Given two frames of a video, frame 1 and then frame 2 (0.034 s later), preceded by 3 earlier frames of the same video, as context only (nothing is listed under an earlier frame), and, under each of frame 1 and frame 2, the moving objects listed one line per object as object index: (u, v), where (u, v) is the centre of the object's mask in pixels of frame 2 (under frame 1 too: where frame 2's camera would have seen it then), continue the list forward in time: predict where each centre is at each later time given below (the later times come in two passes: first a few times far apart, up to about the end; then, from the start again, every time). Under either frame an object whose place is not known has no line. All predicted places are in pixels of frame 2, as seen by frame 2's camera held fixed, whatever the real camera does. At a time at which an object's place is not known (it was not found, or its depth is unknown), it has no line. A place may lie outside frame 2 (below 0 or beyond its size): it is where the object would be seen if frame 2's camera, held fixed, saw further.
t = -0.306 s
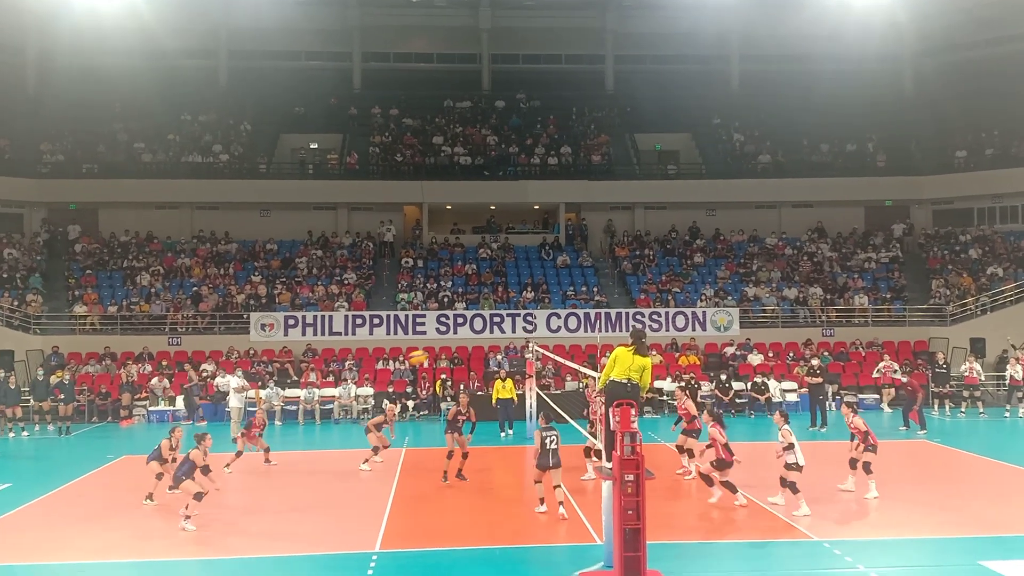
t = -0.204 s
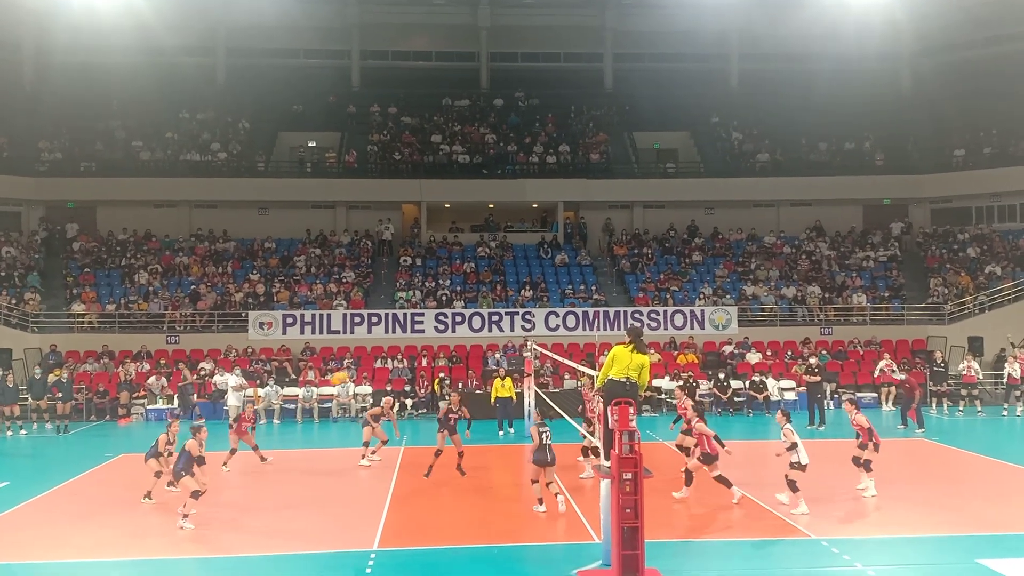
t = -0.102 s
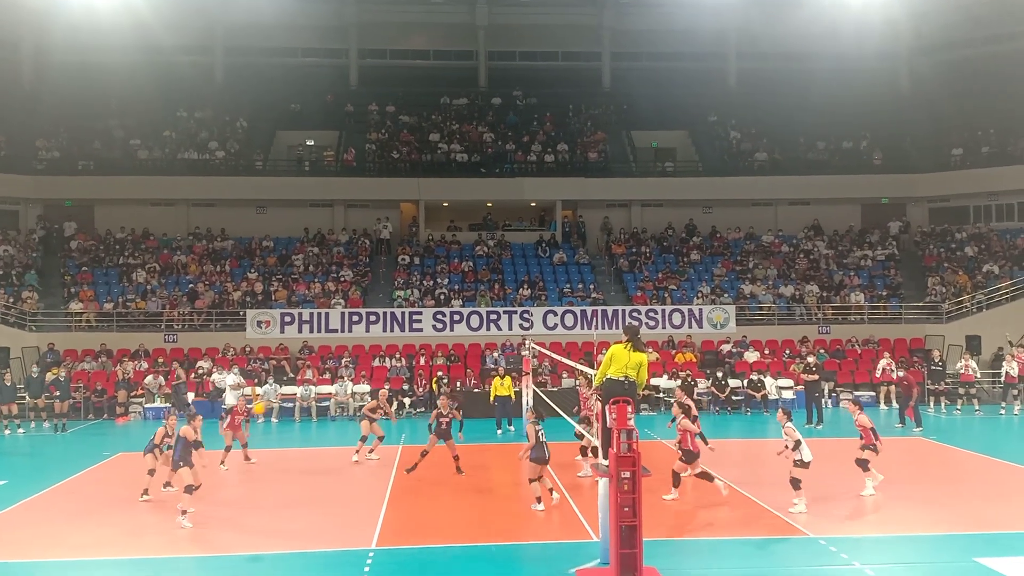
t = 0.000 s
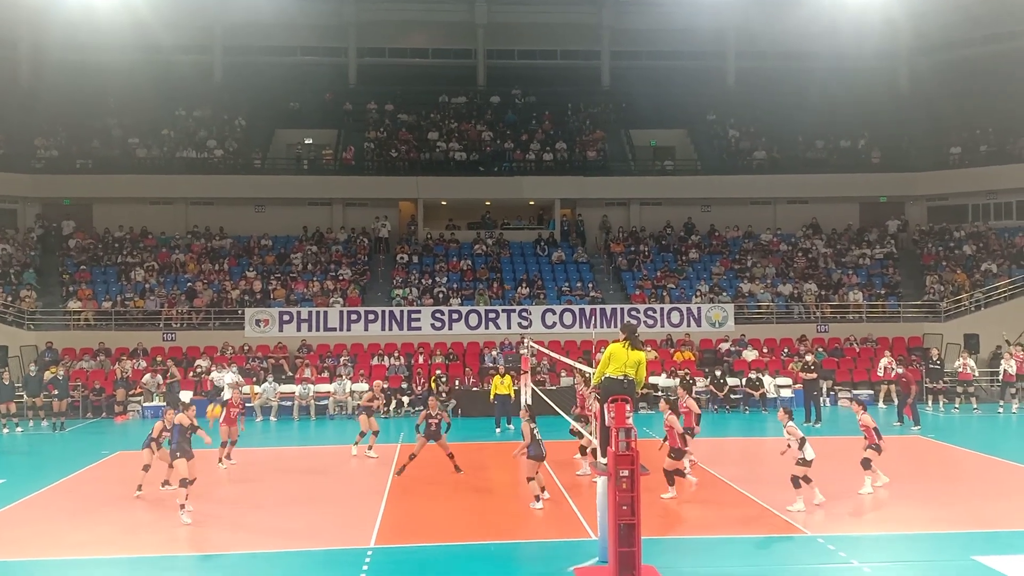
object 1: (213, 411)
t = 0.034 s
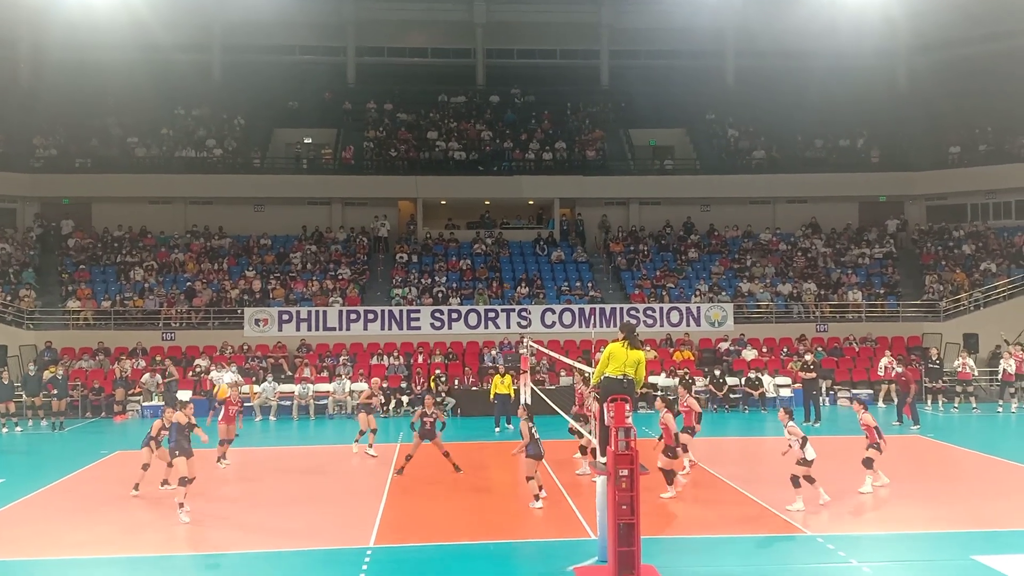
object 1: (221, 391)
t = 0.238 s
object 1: (267, 293)
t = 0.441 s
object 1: (307, 226)
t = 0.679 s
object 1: (349, 182)
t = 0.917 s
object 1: (388, 172)
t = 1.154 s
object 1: (424, 191)
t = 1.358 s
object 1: (453, 229)
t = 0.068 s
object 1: (231, 372)
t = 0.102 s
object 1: (237, 354)
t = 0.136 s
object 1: (244, 338)
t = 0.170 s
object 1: (252, 322)
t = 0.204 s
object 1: (260, 306)
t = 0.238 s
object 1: (267, 293)
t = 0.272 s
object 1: (274, 280)
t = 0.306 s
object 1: (280, 267)
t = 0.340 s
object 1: (287, 255)
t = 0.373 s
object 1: (294, 245)
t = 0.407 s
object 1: (301, 234)
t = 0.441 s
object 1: (307, 226)
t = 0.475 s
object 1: (313, 217)
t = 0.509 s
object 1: (319, 209)
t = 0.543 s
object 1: (326, 203)
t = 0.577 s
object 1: (332, 196)
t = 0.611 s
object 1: (338, 191)
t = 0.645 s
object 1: (343, 186)
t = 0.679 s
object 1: (349, 182)
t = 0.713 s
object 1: (355, 179)
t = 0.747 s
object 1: (361, 176)
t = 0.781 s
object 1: (367, 174)
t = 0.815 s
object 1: (372, 172)
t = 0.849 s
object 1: (377, 172)
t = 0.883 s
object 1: (383, 171)
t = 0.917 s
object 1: (388, 172)
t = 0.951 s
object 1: (394, 173)
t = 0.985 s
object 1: (399, 174)
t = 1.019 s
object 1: (404, 176)
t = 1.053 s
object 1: (409, 179)
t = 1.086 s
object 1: (414, 183)
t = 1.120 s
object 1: (419, 187)
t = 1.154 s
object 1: (424, 191)
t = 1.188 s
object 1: (429, 196)
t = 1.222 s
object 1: (434, 202)
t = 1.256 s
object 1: (439, 208)
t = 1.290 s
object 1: (444, 215)
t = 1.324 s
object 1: (449, 222)
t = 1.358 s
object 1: (453, 229)
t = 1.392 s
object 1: (458, 237)
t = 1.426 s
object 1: (463, 246)
